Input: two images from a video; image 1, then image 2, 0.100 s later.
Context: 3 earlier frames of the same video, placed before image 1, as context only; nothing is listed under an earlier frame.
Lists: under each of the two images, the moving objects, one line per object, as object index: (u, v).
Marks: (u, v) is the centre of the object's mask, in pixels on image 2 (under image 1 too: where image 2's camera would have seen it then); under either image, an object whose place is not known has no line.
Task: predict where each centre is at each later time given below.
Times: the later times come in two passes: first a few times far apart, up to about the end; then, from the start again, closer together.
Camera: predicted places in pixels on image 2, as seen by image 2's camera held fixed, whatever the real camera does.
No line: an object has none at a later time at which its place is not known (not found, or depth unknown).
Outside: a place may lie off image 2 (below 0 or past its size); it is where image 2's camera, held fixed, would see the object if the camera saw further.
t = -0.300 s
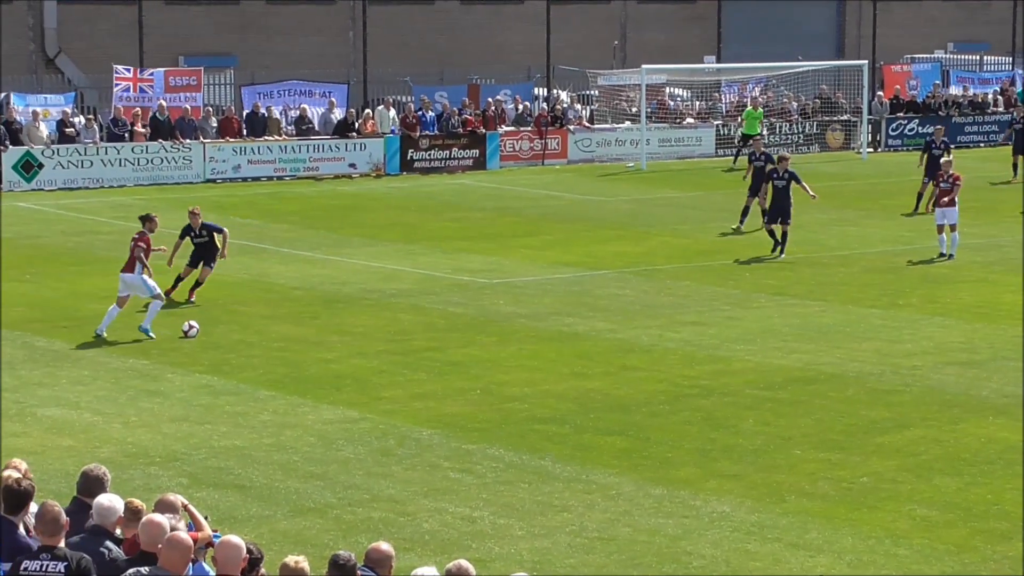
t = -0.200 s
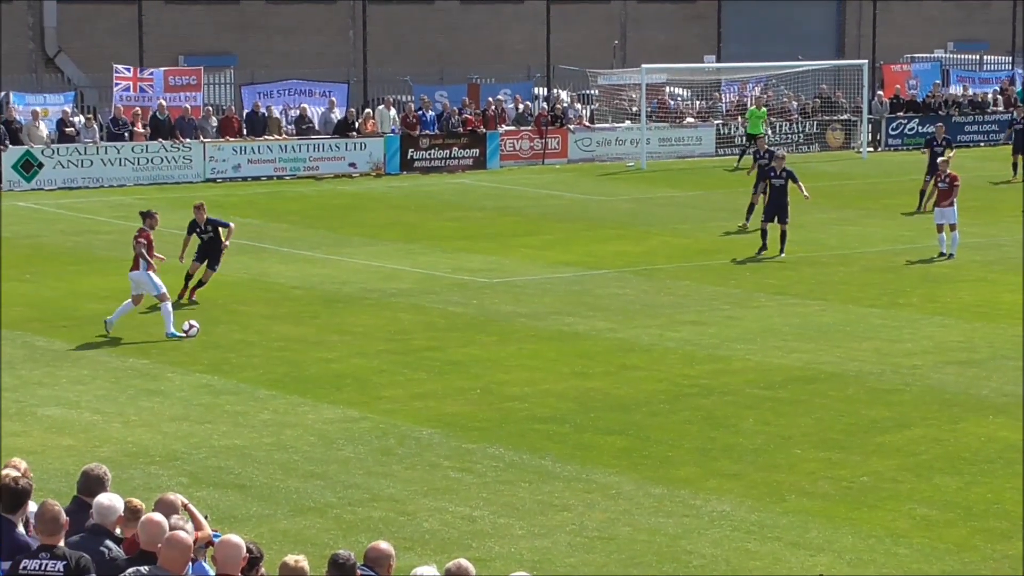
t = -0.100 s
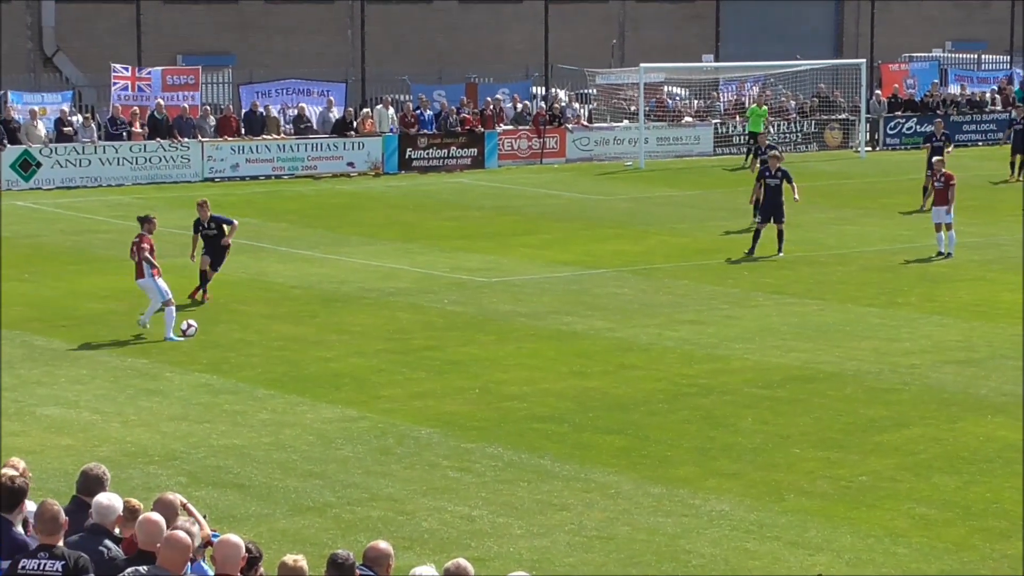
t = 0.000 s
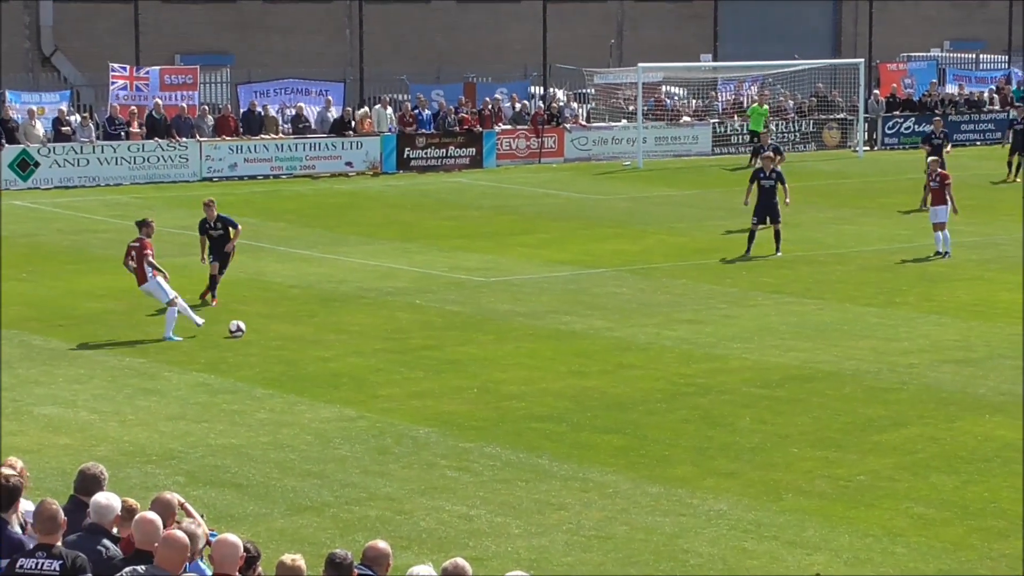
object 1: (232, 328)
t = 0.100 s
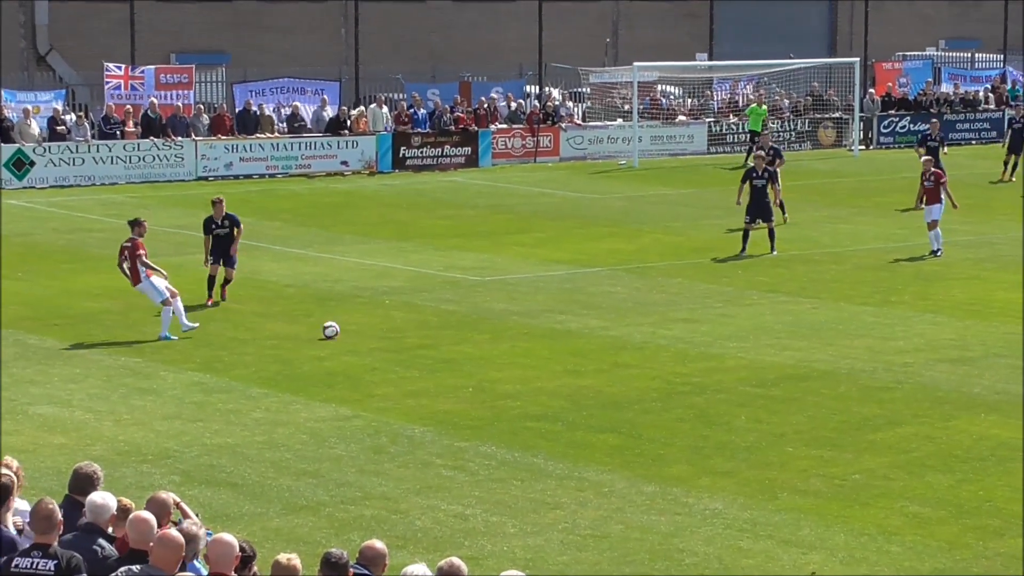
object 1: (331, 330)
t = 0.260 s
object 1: (471, 334)
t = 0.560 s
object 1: (669, 338)
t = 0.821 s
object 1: (808, 345)
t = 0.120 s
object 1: (350, 331)
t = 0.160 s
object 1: (386, 332)
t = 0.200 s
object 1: (421, 333)
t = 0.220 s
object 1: (438, 333)
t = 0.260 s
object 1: (471, 334)
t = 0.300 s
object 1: (503, 336)
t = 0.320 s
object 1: (519, 336)
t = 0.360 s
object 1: (546, 335)
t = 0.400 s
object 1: (572, 336)
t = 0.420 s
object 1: (585, 336)
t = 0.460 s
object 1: (610, 337)
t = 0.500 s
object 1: (636, 339)
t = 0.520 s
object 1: (647, 338)
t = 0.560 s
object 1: (669, 338)
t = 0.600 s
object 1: (692, 339)
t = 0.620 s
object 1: (702, 339)
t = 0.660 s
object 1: (725, 341)
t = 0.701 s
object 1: (746, 342)
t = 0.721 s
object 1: (756, 342)
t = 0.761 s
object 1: (777, 342)
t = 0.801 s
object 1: (798, 344)
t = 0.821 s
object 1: (808, 345)
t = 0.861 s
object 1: (829, 347)
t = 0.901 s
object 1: (849, 347)
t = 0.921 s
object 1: (859, 346)
